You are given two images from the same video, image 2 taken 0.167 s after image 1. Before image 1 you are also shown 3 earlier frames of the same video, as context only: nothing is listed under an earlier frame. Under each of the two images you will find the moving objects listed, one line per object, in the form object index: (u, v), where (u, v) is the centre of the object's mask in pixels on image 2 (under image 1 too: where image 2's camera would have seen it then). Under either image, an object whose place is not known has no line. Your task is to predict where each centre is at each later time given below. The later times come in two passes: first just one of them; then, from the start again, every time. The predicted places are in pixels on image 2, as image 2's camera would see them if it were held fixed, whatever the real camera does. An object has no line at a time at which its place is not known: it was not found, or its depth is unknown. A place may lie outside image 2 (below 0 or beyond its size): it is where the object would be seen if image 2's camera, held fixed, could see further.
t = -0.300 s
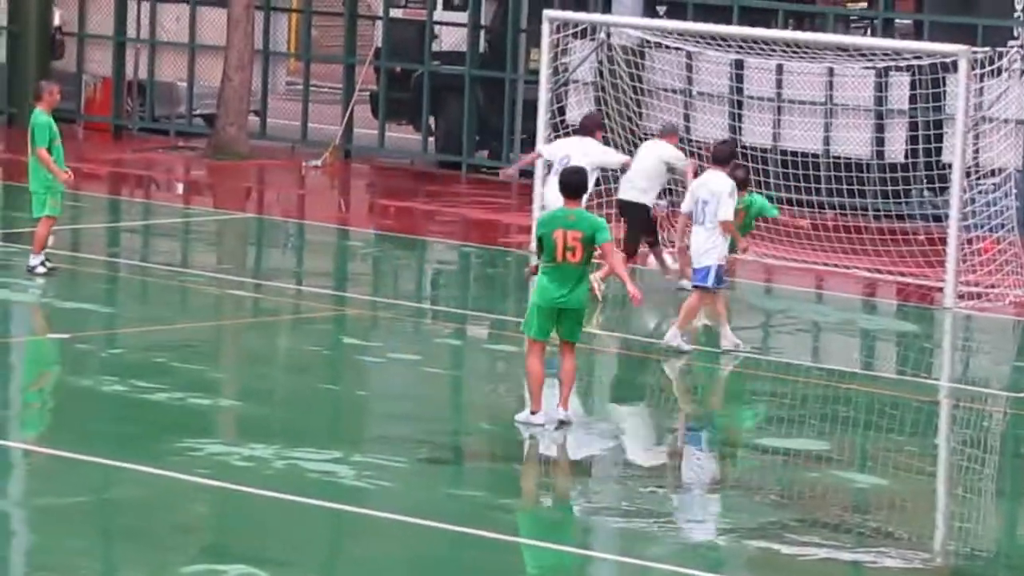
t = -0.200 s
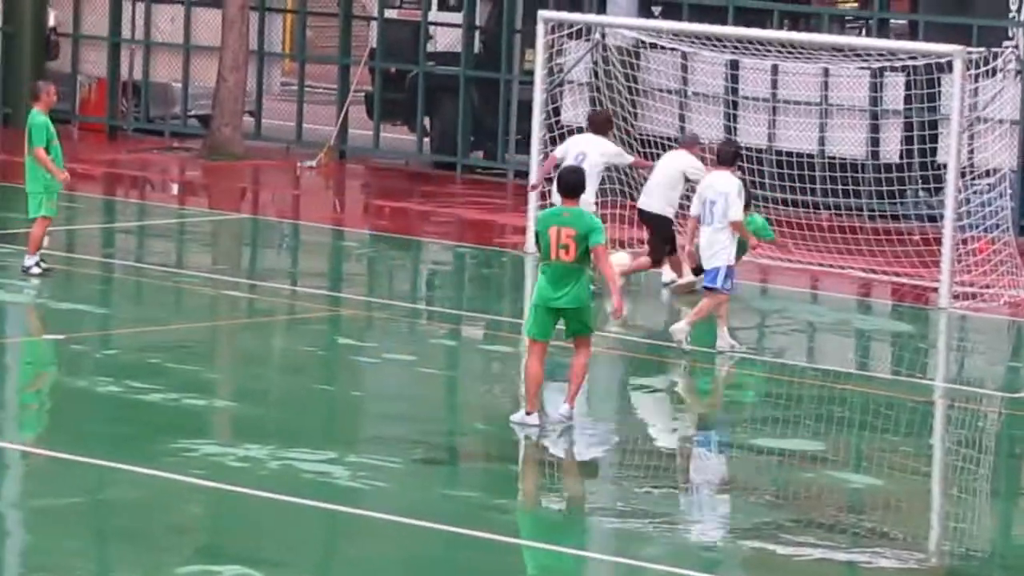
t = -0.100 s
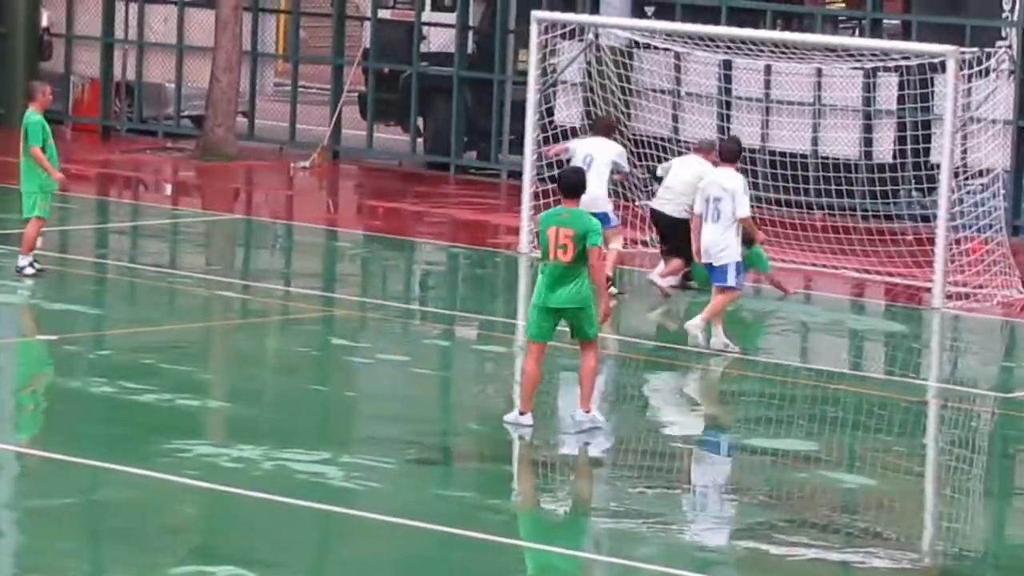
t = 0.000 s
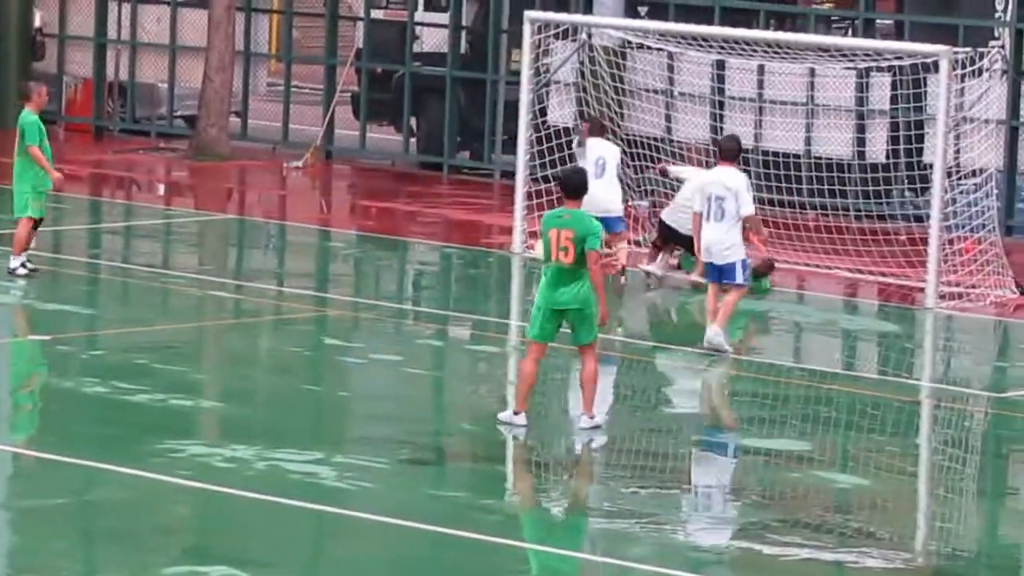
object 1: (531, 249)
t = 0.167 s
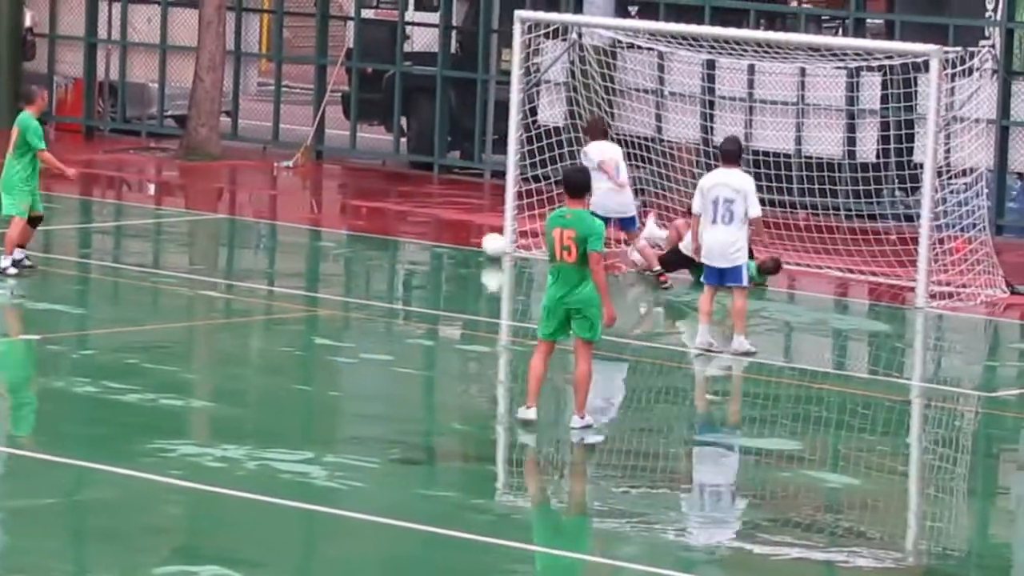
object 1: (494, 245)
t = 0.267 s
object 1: (470, 239)
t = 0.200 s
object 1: (486, 242)
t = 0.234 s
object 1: (478, 240)
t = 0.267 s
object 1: (470, 239)
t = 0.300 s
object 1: (463, 240)
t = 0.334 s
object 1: (456, 238)
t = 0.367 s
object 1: (451, 233)
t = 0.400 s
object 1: (445, 232)
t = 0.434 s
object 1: (440, 231)
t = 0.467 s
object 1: (435, 231)
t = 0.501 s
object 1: (429, 231)
